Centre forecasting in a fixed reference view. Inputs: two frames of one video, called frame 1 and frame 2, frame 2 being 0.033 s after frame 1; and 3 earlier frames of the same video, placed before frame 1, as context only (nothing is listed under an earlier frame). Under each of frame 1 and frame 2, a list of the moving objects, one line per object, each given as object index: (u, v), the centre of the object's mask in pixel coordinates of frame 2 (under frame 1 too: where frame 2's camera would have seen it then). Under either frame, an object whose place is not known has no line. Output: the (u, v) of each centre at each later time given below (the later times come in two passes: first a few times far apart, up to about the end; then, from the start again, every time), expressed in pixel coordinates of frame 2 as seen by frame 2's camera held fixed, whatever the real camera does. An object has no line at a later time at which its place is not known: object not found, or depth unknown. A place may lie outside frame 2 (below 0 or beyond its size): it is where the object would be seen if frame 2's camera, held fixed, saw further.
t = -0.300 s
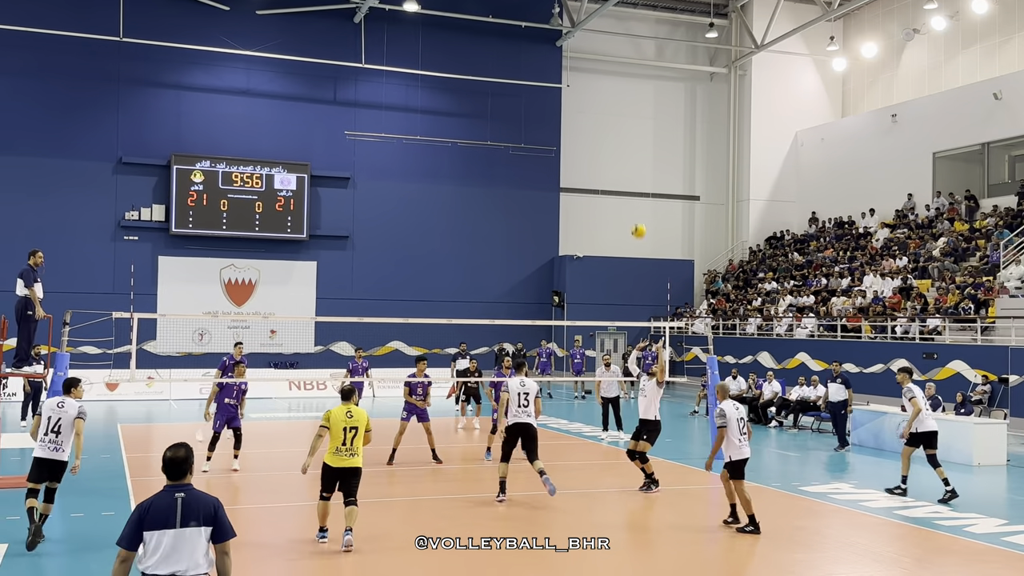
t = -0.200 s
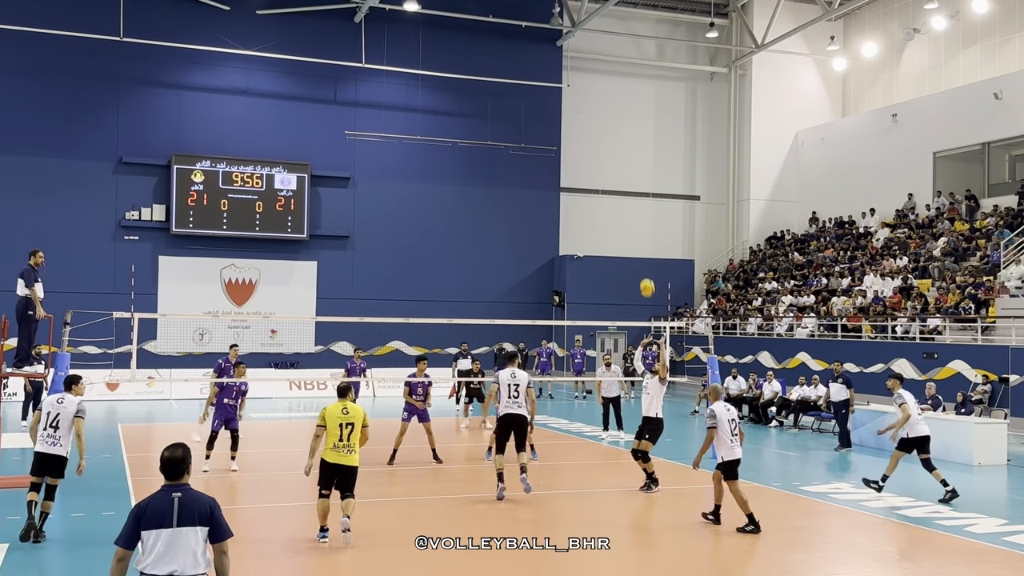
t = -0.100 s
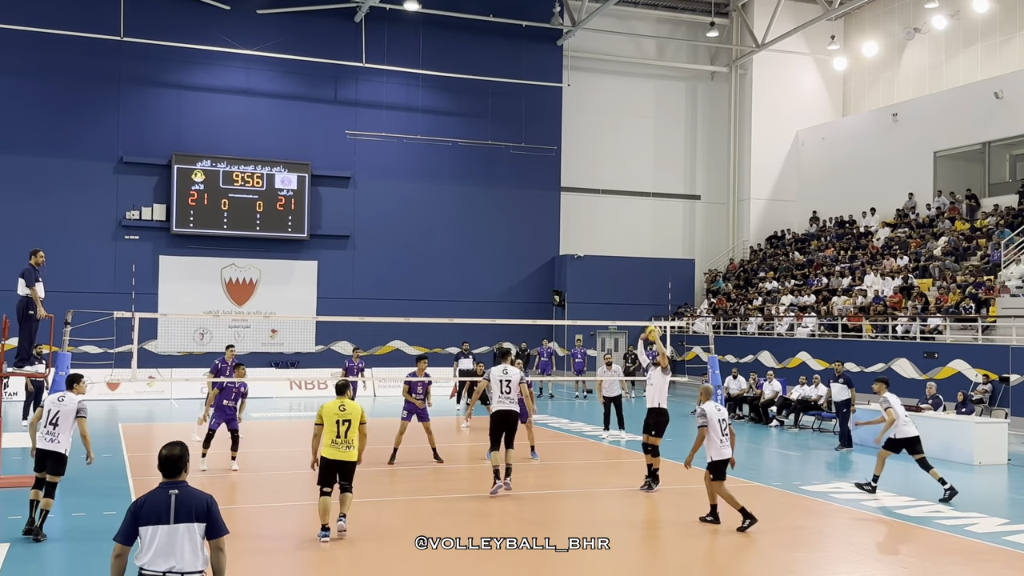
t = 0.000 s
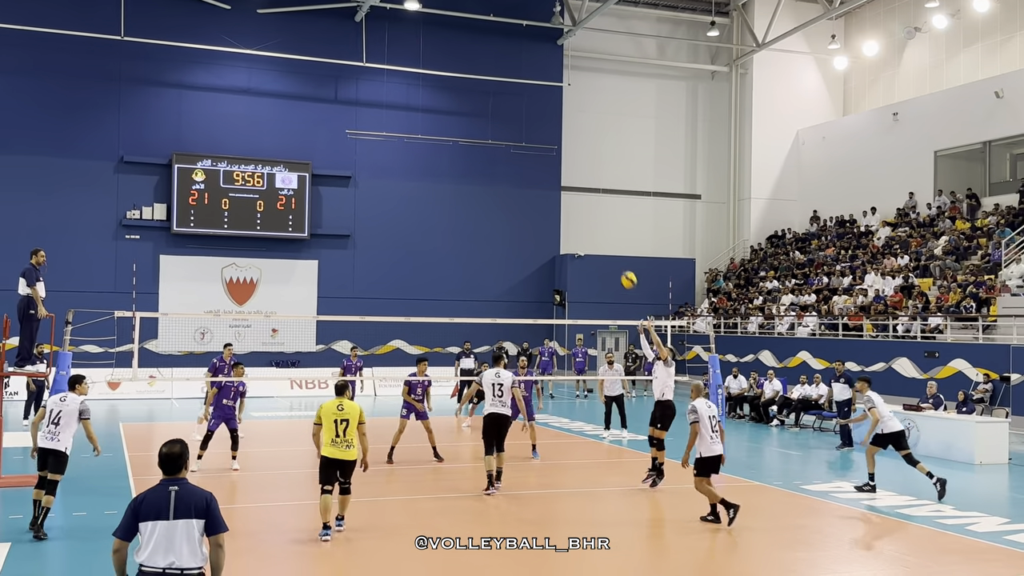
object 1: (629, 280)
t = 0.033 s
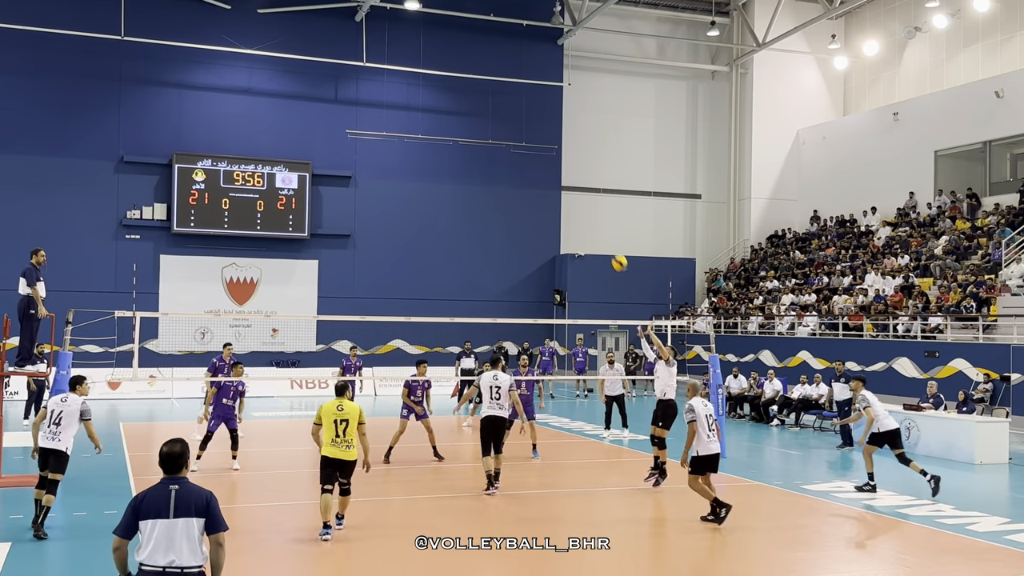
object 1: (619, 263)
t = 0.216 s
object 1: (567, 185)
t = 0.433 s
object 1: (506, 124)
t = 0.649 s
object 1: (446, 95)
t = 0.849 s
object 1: (391, 98)
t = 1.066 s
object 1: (331, 133)
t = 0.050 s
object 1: (615, 255)
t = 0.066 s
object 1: (610, 246)
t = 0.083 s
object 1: (605, 238)
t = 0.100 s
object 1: (601, 231)
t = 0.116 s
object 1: (596, 224)
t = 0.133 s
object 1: (591, 216)
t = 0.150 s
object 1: (586, 210)
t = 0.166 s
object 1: (581, 203)
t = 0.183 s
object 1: (576, 196)
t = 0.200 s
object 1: (572, 191)
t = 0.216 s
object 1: (567, 185)
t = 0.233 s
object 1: (562, 178)
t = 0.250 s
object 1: (557, 173)
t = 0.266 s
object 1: (553, 168)
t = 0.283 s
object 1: (548, 163)
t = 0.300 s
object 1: (544, 157)
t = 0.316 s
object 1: (539, 152)
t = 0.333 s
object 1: (534, 148)
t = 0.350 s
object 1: (530, 143)
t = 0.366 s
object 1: (525, 139)
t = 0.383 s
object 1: (521, 135)
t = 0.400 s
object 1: (516, 131)
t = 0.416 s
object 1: (511, 127)
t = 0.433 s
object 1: (506, 124)
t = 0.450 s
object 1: (502, 120)
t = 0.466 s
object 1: (497, 117)
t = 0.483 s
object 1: (493, 114)
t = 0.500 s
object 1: (488, 111)
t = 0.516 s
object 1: (483, 109)
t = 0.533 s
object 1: (479, 106)
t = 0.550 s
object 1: (474, 104)
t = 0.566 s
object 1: (470, 102)
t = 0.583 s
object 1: (465, 100)
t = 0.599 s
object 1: (460, 99)
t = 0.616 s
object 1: (456, 97)
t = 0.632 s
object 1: (451, 96)
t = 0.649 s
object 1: (446, 95)
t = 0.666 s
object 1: (442, 94)
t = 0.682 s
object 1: (437, 94)
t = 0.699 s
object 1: (432, 93)
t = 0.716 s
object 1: (428, 93)
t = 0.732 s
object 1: (423, 93)
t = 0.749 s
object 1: (419, 93)
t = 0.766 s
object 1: (414, 94)
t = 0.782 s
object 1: (410, 94)
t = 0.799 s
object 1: (405, 95)
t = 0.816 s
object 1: (400, 96)
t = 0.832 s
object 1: (396, 97)
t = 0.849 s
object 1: (391, 98)
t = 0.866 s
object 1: (386, 100)
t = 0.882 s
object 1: (382, 101)
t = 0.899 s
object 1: (377, 103)
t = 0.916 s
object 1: (373, 105)
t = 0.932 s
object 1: (368, 108)
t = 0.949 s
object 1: (363, 110)
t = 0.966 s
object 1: (358, 113)
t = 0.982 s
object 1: (354, 115)
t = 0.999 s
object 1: (350, 119)
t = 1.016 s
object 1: (345, 122)
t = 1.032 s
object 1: (341, 125)
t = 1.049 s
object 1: (336, 129)
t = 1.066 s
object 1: (331, 133)
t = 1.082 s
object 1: (327, 137)
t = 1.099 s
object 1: (323, 141)
